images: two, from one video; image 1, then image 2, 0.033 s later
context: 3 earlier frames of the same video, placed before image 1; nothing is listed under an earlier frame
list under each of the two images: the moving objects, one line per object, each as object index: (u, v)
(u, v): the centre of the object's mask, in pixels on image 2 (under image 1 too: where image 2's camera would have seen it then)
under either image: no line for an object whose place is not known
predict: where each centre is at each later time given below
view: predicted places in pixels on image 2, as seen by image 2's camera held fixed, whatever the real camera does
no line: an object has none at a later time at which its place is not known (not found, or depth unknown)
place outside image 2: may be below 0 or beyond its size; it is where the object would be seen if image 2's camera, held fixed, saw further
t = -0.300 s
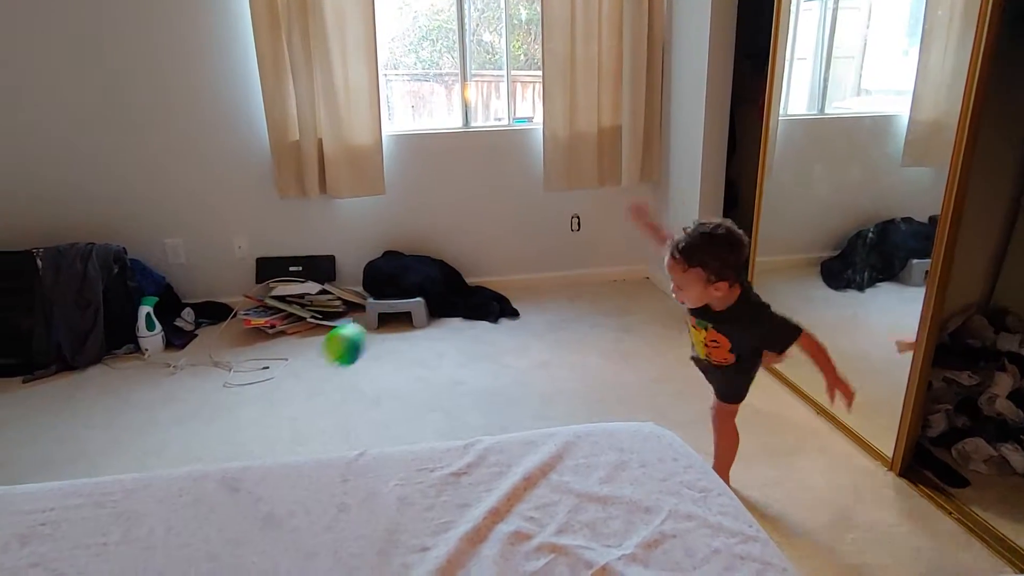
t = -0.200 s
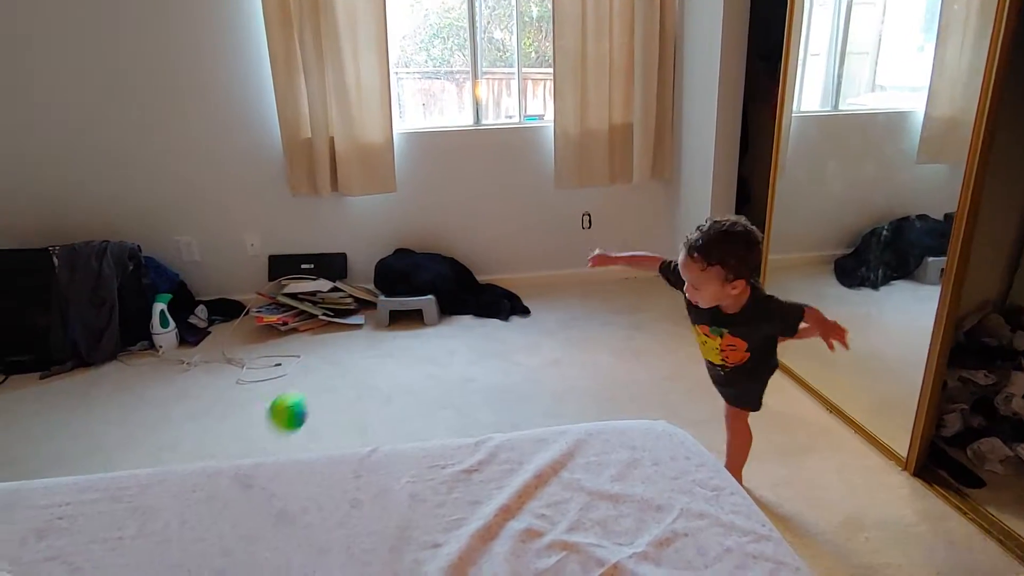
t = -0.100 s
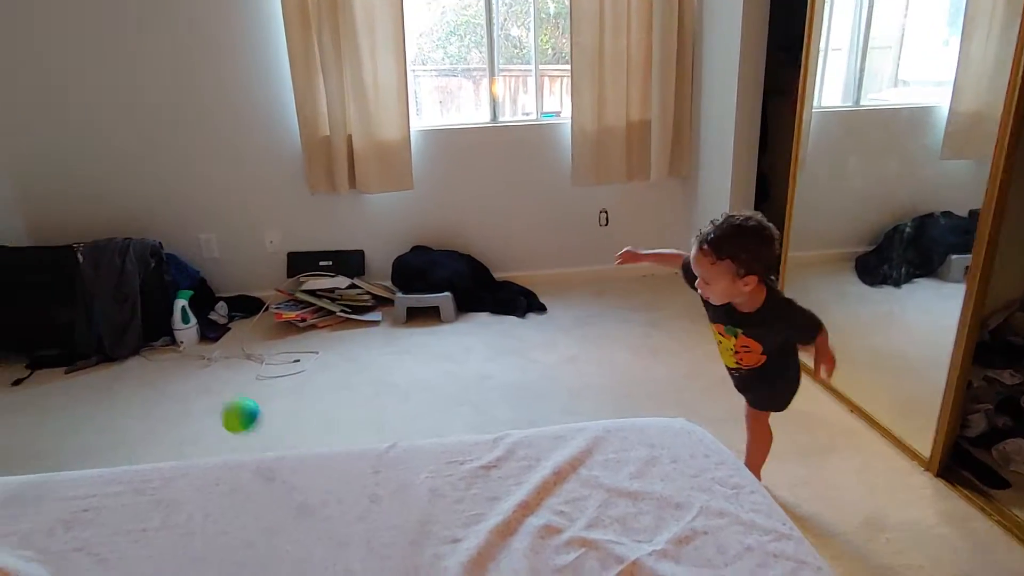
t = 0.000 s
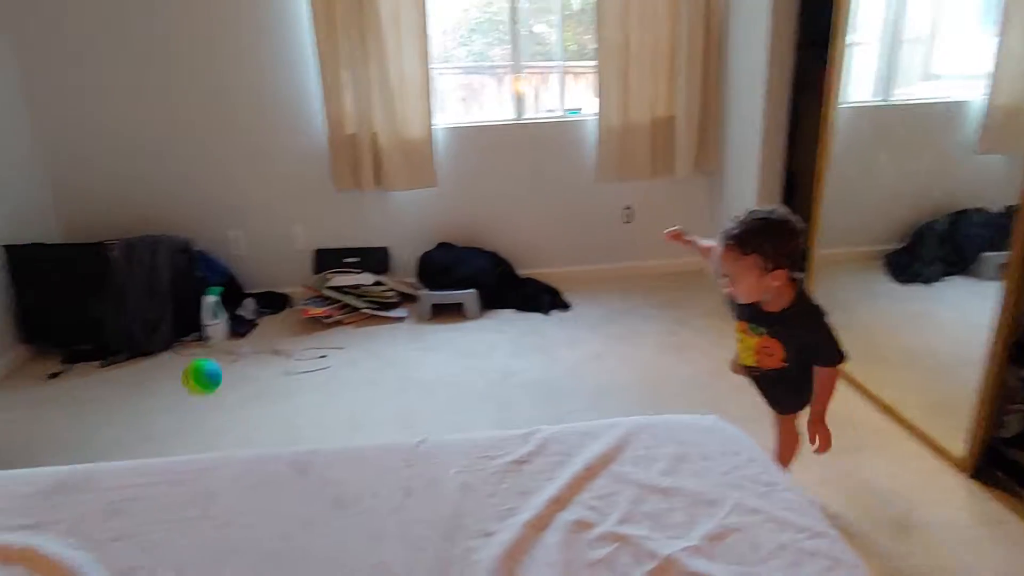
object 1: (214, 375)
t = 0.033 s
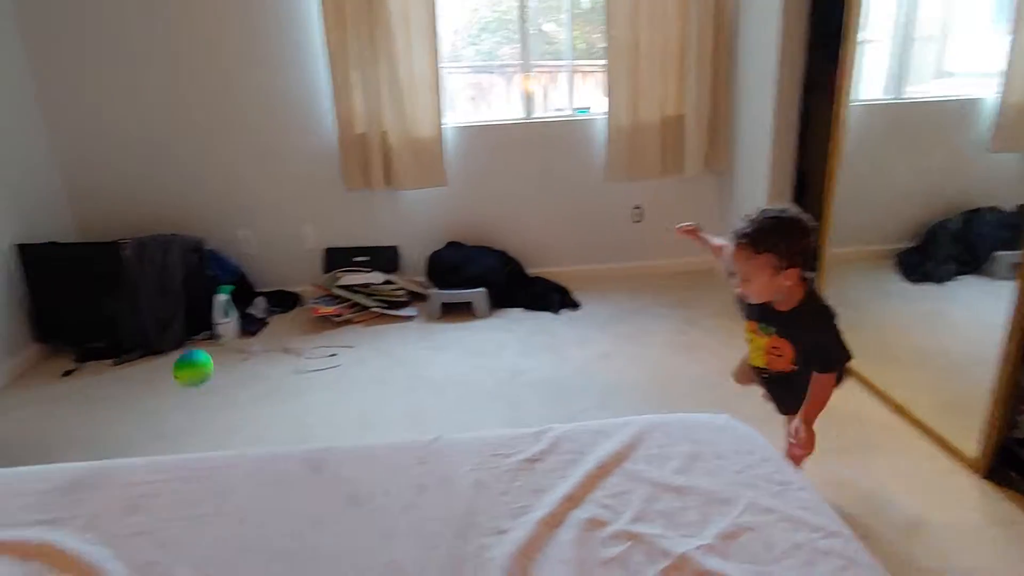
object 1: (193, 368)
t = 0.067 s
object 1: (171, 364)
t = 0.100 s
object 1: (151, 364)
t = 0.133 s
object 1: (133, 369)
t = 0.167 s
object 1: (117, 374)
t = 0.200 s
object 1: (101, 383)
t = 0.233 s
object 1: (85, 392)
